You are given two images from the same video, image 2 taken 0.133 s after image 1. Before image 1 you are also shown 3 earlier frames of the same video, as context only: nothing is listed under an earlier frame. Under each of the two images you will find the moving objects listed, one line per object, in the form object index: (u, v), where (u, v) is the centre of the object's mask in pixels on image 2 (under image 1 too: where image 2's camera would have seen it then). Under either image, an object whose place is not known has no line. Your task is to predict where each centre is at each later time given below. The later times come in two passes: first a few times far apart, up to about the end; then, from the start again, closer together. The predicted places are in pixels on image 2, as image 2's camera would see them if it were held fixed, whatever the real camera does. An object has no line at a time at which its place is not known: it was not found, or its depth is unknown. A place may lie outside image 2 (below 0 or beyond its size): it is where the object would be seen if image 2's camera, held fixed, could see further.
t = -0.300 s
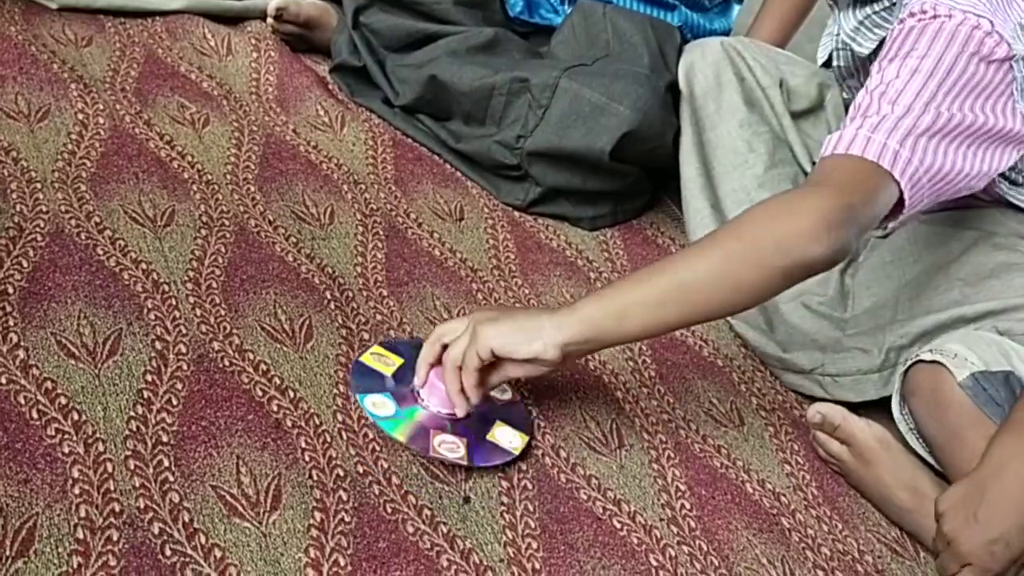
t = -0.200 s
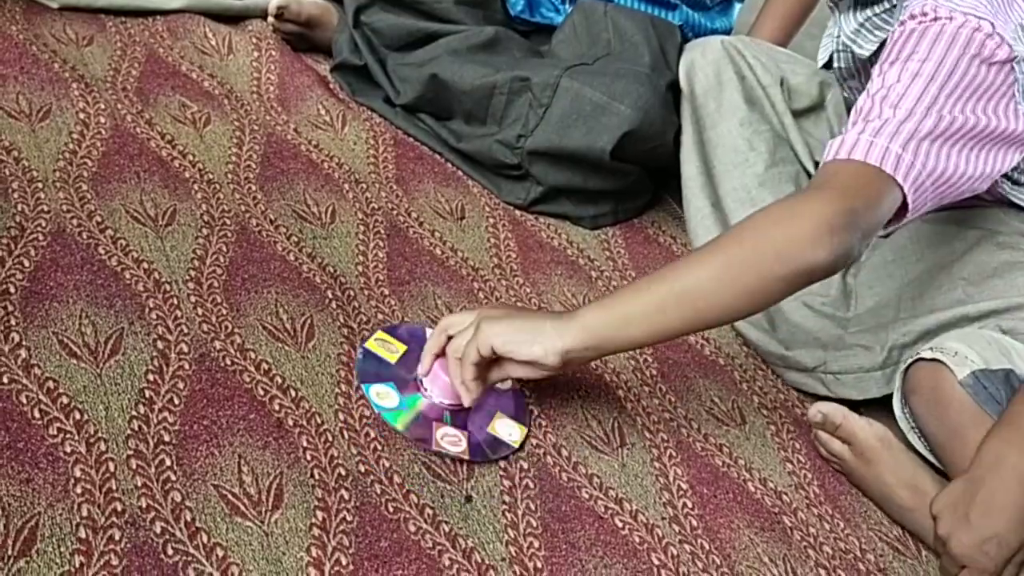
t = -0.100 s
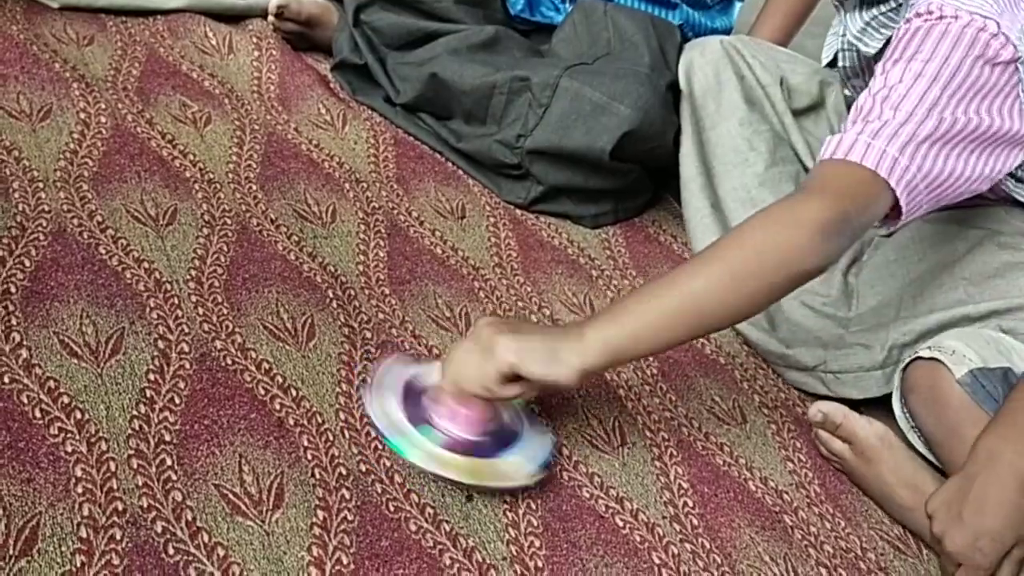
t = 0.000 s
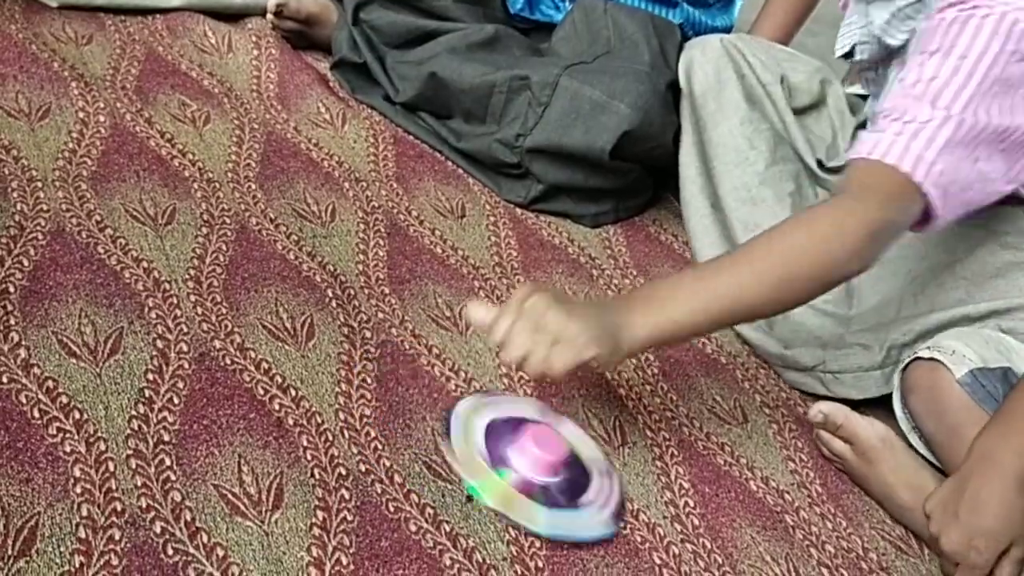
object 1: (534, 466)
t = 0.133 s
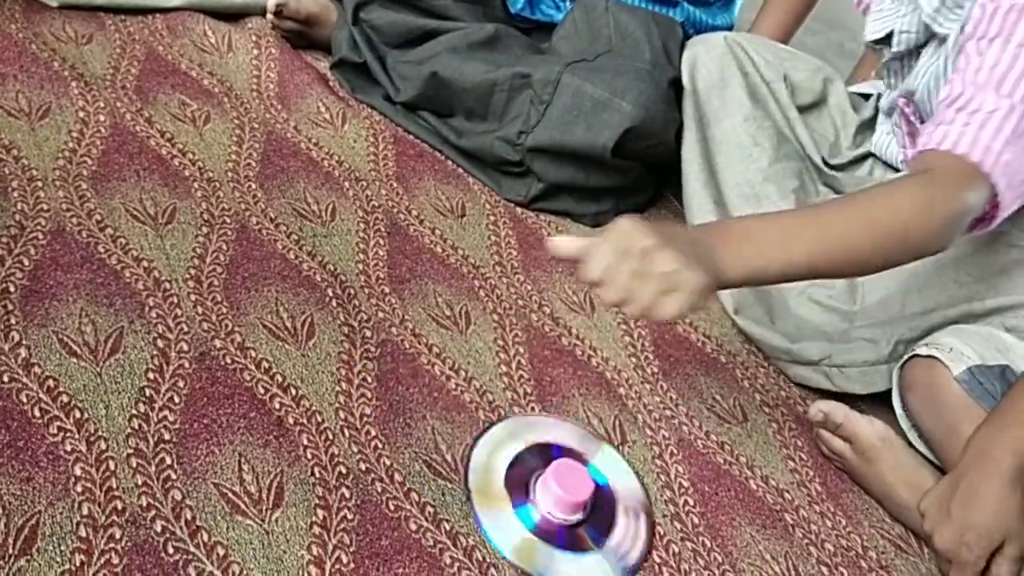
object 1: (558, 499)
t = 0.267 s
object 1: (546, 498)
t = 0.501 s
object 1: (558, 488)
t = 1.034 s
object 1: (561, 502)
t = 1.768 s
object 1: (562, 502)
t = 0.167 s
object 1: (554, 499)
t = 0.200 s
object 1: (551, 499)
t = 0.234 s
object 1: (548, 499)
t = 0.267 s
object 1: (546, 498)
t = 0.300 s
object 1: (546, 497)
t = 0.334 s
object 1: (546, 494)
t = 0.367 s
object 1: (547, 492)
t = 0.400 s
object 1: (548, 489)
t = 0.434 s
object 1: (550, 487)
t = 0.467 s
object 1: (553, 487)
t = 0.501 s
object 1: (558, 488)
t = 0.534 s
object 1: (560, 489)
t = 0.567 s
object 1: (562, 491)
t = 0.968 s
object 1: (562, 503)
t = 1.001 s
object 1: (561, 503)
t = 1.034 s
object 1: (561, 502)
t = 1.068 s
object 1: (561, 501)
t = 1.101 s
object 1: (560, 501)
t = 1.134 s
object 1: (561, 502)
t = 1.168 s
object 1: (561, 503)
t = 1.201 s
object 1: (561, 503)
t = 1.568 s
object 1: (563, 502)
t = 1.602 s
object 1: (562, 501)
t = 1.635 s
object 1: (562, 502)
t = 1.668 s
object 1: (562, 502)
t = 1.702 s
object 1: (562, 503)
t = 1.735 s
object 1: (562, 503)
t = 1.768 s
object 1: (562, 502)
